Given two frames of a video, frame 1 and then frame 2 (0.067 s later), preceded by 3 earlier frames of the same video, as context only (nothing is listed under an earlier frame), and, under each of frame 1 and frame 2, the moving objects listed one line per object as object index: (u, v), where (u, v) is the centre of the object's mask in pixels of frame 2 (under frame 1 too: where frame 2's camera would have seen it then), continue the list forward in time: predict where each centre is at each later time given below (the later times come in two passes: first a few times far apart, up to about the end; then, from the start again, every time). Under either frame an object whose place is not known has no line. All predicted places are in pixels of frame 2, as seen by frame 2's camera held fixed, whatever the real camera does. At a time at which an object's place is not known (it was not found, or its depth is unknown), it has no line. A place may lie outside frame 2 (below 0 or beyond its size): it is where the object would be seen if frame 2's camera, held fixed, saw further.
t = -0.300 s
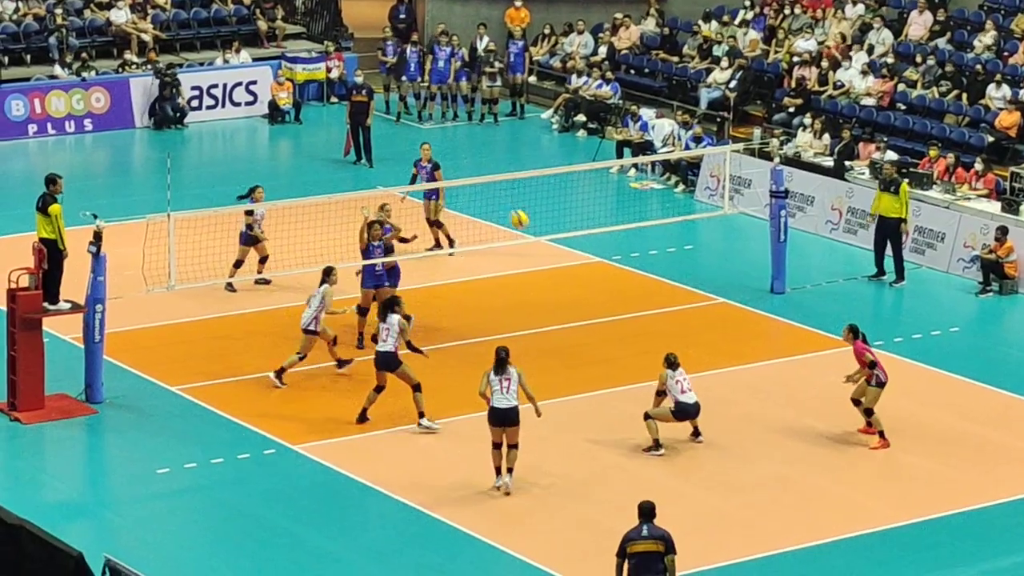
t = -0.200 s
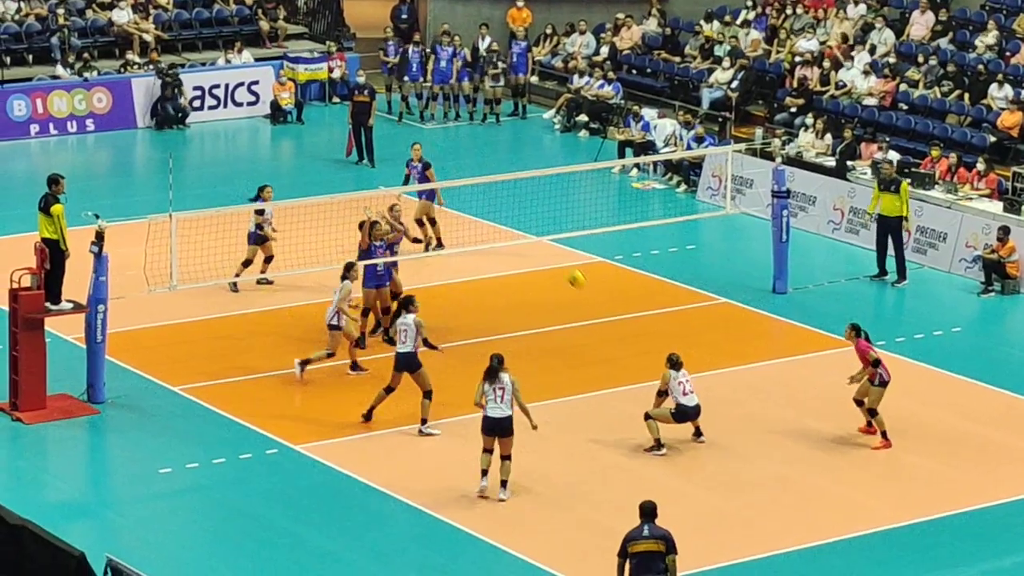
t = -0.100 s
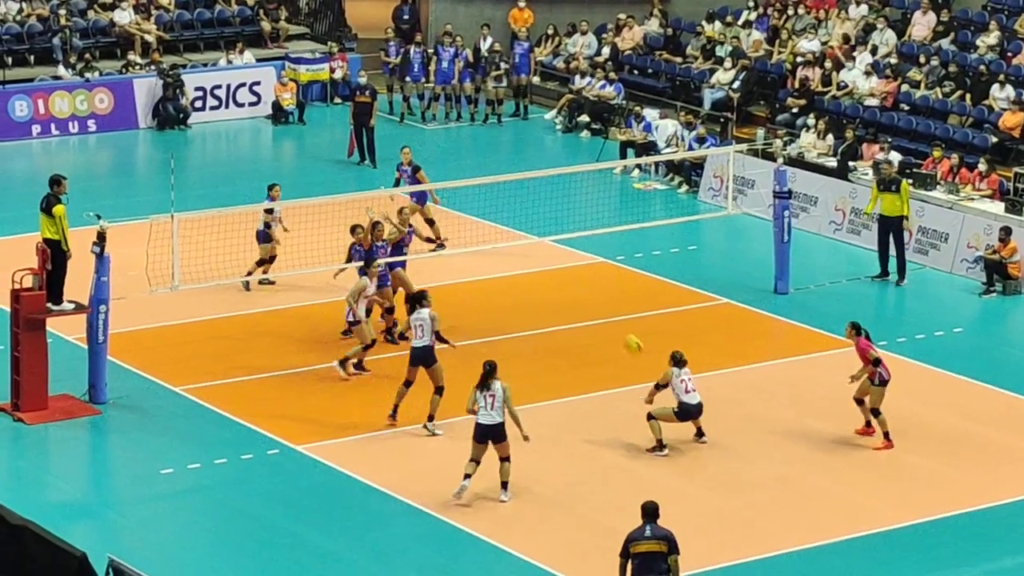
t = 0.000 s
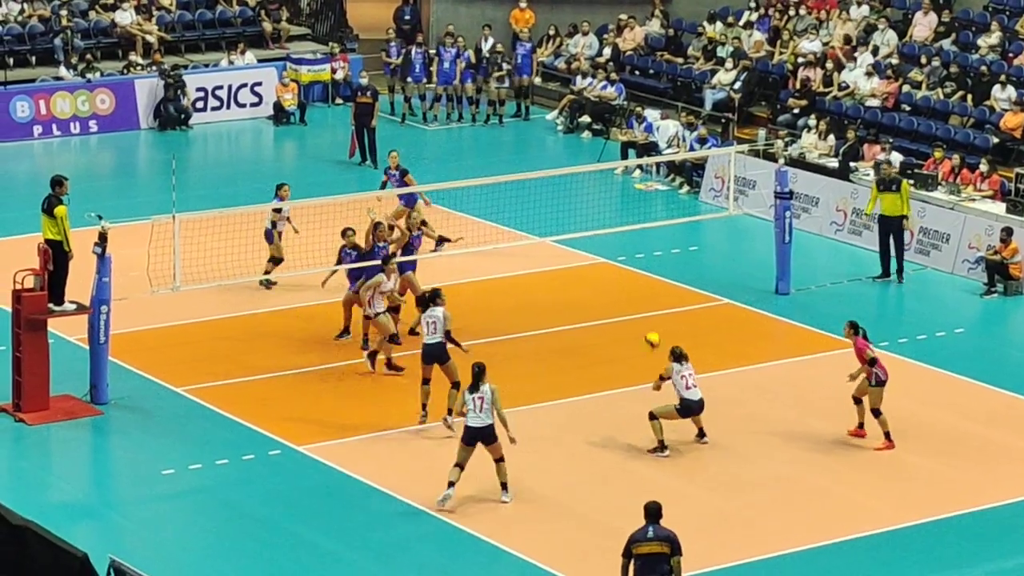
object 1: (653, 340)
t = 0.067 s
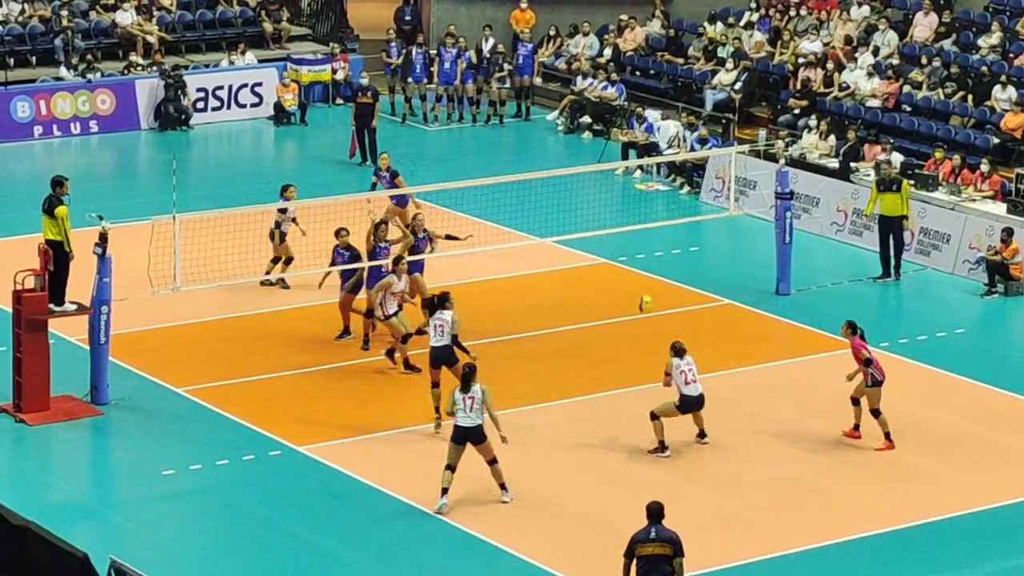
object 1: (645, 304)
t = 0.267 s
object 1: (624, 217)
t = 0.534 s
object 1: (598, 153)
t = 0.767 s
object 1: (575, 142)
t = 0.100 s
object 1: (642, 286)
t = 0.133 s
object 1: (638, 270)
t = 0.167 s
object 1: (635, 256)
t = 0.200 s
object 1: (630, 242)
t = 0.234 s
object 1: (627, 229)
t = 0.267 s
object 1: (624, 217)
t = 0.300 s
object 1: (621, 206)
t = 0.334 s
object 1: (618, 195)
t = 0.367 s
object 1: (615, 186)
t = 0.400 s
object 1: (612, 177)
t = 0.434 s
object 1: (608, 171)
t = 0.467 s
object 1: (605, 163)
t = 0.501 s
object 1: (601, 157)
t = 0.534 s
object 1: (598, 153)
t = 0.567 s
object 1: (595, 149)
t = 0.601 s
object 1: (592, 145)
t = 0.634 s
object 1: (588, 142)
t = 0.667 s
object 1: (585, 141)
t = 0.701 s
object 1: (582, 140)
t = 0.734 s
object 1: (579, 140)
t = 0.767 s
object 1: (575, 142)
